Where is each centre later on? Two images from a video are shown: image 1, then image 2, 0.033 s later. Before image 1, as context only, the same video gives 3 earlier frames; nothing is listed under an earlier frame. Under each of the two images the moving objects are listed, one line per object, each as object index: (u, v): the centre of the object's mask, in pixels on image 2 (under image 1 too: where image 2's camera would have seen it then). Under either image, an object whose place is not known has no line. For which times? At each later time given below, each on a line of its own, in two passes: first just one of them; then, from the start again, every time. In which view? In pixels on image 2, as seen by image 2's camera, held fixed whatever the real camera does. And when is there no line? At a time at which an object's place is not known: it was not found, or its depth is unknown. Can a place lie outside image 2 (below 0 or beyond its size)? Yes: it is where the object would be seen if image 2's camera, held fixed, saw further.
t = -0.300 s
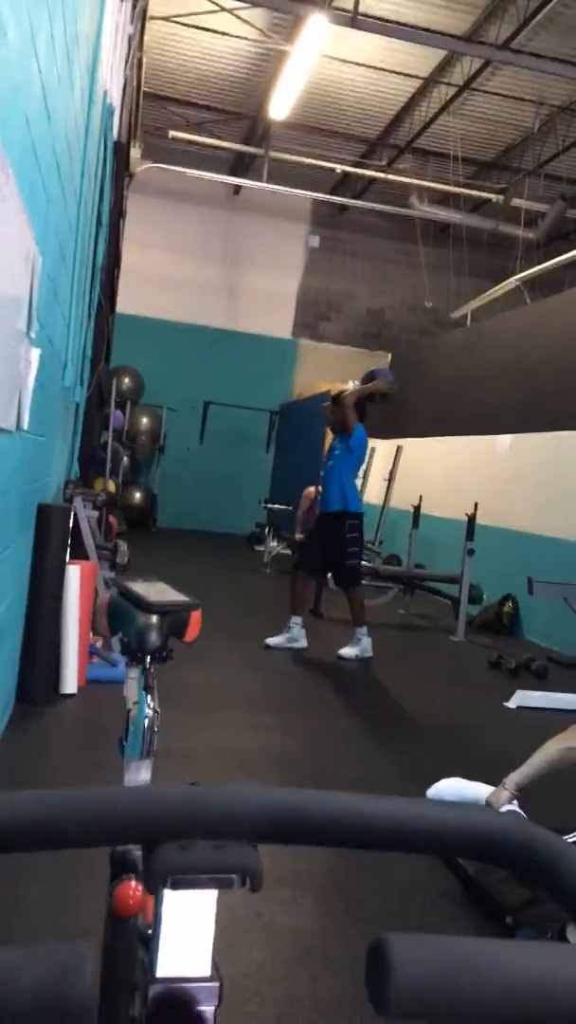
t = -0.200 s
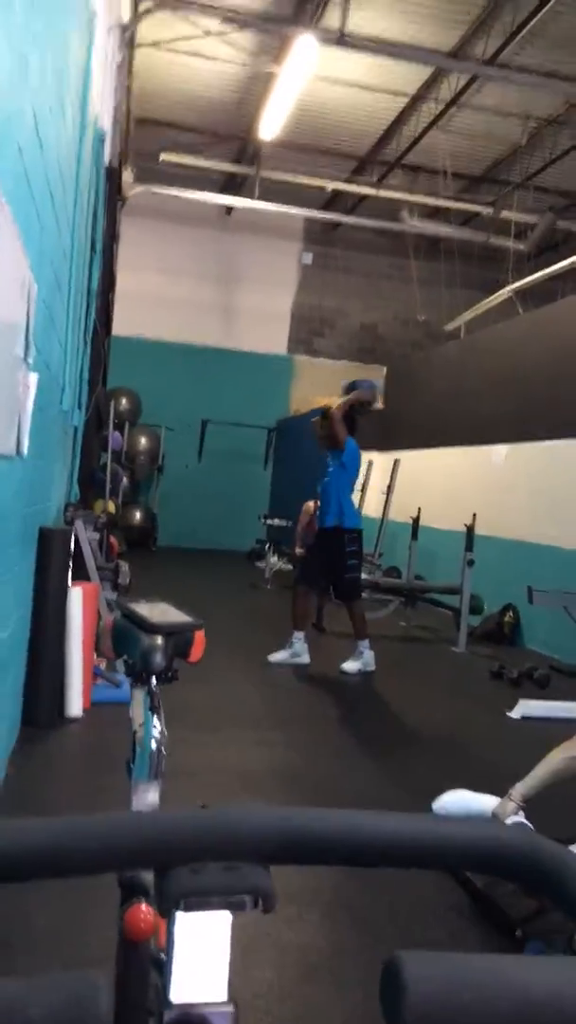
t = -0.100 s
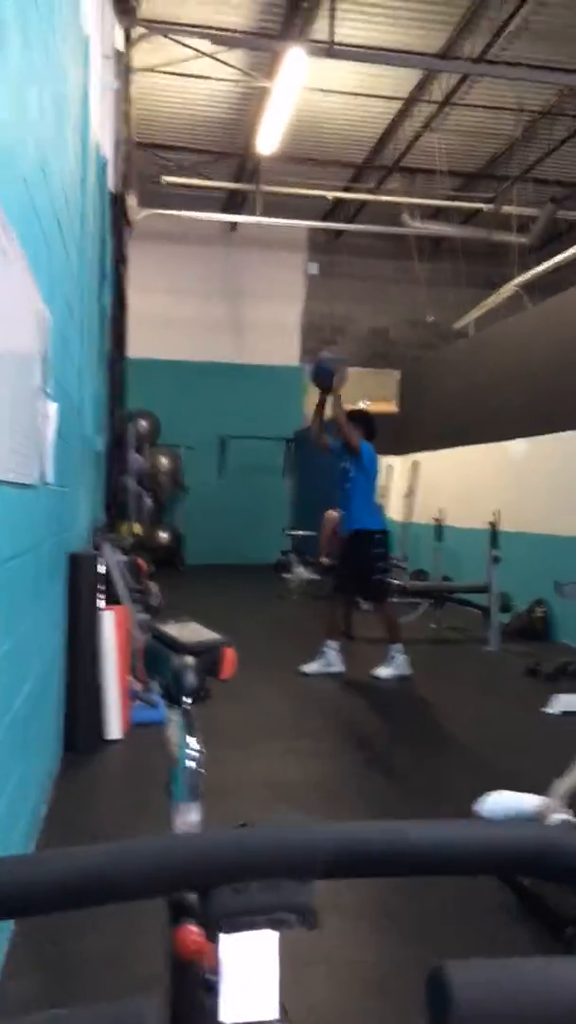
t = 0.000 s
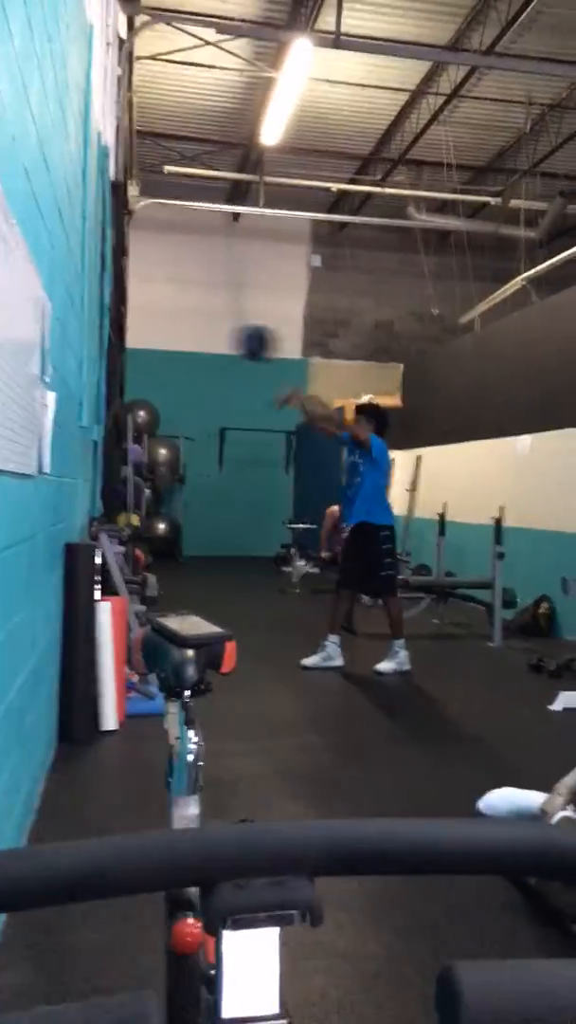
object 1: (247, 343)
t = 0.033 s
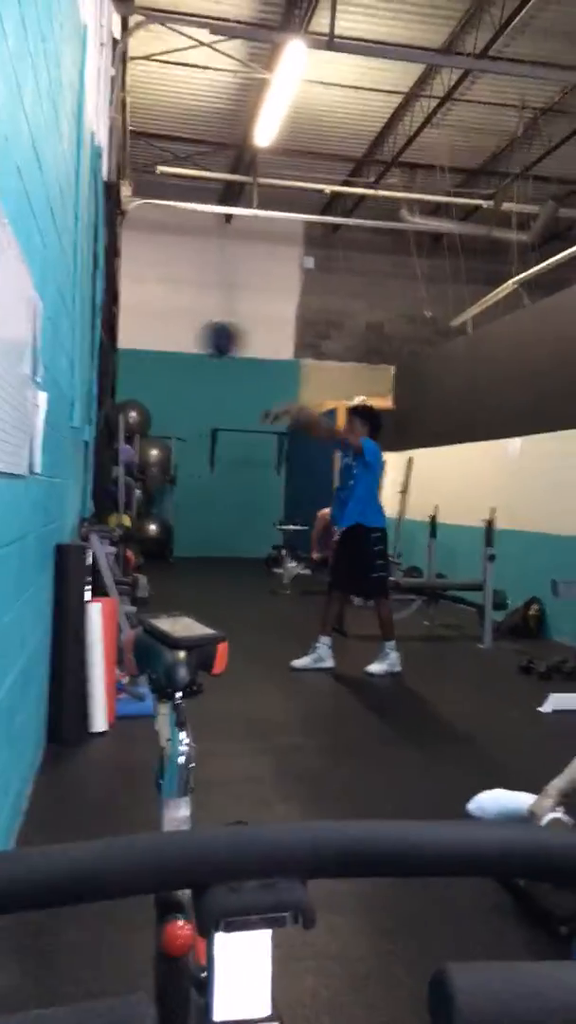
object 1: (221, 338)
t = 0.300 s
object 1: (154, 363)
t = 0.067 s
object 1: (195, 338)
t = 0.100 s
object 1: (170, 336)
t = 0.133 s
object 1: (145, 337)
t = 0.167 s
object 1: (114, 340)
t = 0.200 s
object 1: (101, 342)
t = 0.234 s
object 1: (118, 348)
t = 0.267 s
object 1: (137, 355)
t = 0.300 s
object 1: (154, 363)
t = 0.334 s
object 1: (171, 373)
